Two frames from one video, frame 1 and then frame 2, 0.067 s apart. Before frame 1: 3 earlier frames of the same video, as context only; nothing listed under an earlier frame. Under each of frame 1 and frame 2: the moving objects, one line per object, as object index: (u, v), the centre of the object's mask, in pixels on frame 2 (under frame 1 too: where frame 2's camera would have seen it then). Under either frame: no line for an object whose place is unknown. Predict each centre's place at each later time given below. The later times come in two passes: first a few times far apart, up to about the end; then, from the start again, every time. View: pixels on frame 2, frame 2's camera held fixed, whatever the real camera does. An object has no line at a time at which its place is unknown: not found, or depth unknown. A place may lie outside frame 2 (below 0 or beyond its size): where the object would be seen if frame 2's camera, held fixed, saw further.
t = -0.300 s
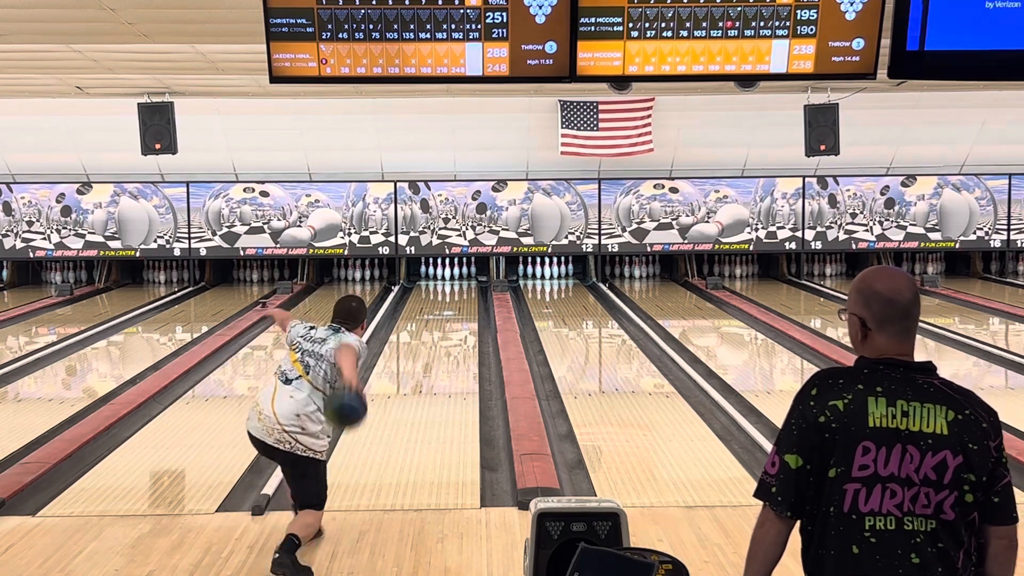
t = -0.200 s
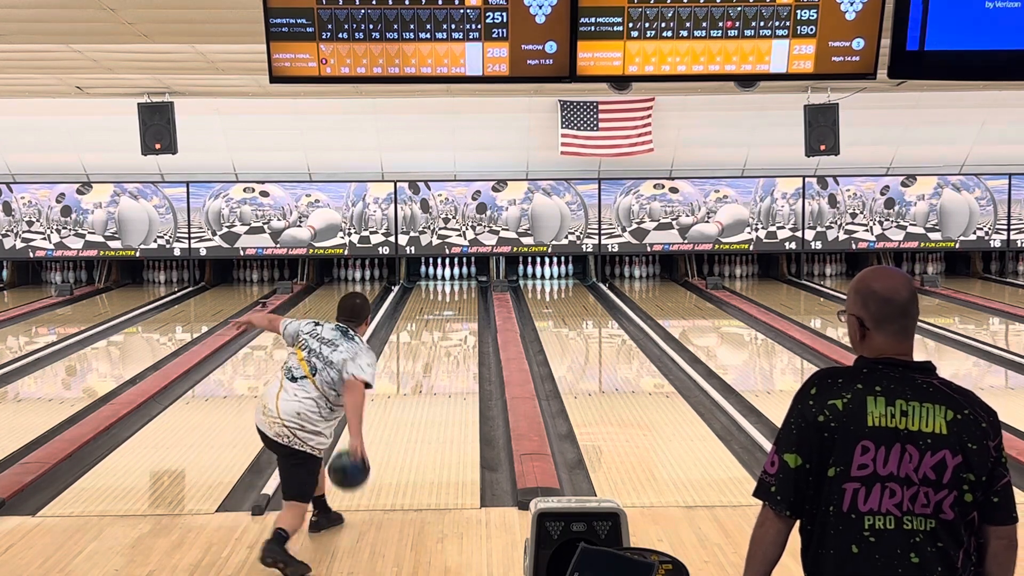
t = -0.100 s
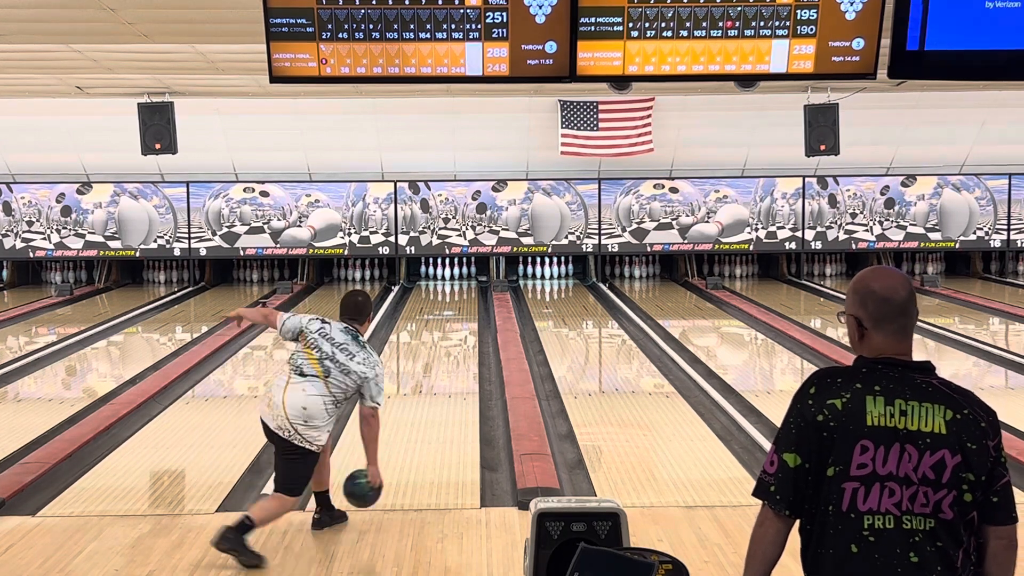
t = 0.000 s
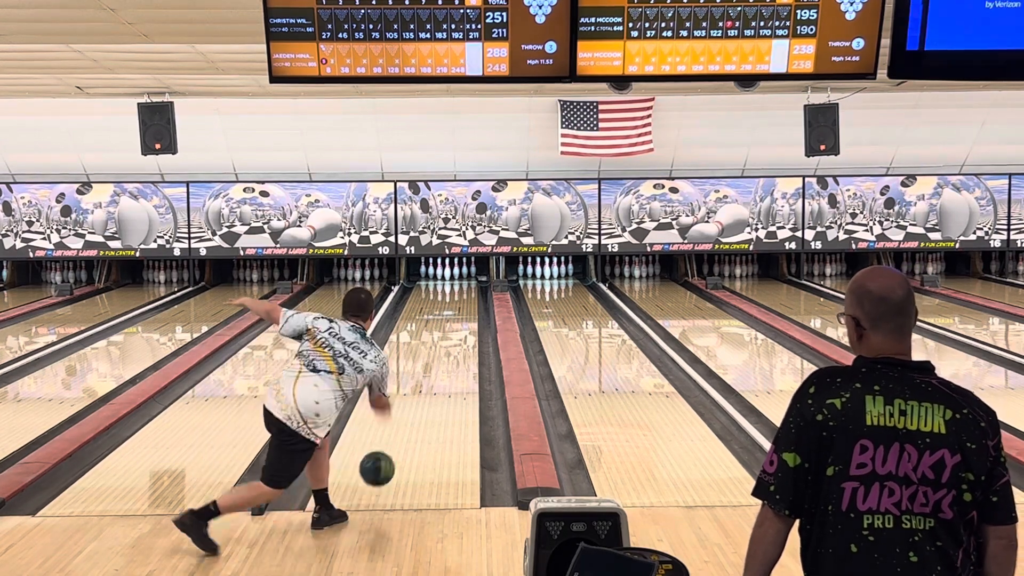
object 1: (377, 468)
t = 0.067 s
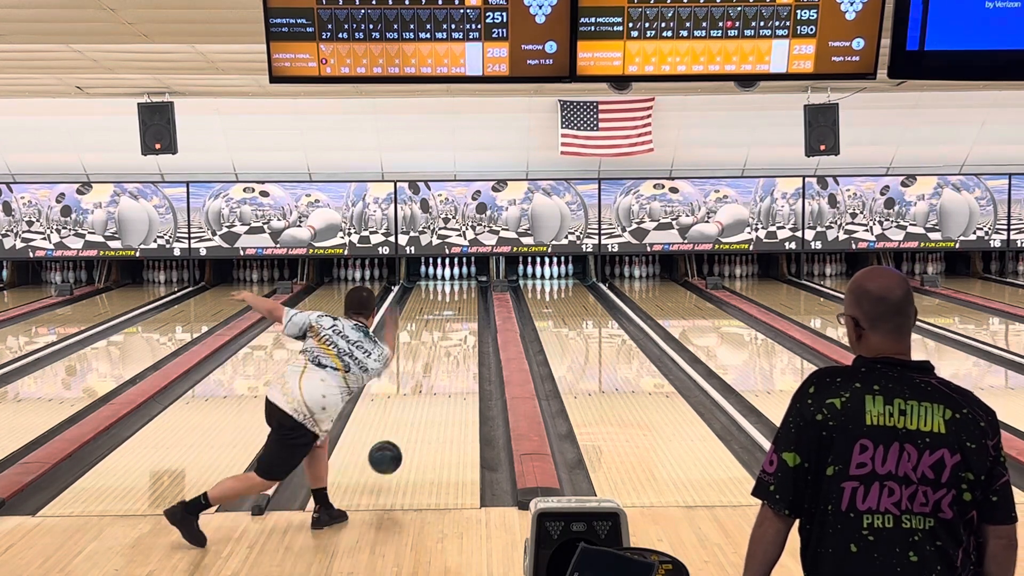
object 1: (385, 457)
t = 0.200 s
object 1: (399, 446)
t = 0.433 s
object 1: (418, 408)
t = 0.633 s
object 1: (430, 384)
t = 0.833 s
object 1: (440, 364)
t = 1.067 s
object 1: (449, 344)
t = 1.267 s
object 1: (454, 331)
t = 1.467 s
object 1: (459, 319)
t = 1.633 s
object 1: (462, 310)
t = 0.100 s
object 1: (389, 455)
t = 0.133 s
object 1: (393, 454)
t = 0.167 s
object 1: (396, 453)
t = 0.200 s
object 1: (399, 446)
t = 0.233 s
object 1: (402, 440)
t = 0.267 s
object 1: (405, 435)
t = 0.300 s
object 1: (408, 429)
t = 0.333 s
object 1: (411, 423)
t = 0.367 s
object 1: (413, 418)
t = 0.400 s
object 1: (416, 413)
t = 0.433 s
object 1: (418, 408)
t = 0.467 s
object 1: (421, 404)
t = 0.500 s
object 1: (423, 400)
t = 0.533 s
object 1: (428, 395)
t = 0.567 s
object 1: (427, 391)
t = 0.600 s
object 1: (429, 387)
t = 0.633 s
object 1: (430, 384)
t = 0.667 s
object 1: (432, 380)
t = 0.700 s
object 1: (434, 377)
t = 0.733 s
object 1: (436, 373)
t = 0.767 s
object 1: (437, 370)
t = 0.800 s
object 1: (439, 367)
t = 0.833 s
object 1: (440, 364)
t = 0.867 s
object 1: (442, 360)
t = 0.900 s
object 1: (443, 358)
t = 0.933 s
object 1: (444, 355)
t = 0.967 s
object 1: (445, 352)
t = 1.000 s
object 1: (447, 350)
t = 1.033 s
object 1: (448, 347)
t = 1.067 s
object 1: (449, 344)
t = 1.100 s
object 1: (450, 342)
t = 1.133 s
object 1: (451, 340)
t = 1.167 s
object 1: (452, 337)
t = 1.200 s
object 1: (453, 335)
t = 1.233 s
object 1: (453, 333)
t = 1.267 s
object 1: (454, 331)
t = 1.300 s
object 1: (455, 329)
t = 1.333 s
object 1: (456, 327)
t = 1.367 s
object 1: (457, 325)
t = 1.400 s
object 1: (457, 323)
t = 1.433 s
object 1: (458, 321)
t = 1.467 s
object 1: (459, 319)
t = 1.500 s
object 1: (459, 318)
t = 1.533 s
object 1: (460, 315)
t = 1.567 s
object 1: (461, 314)
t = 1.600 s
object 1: (462, 312)
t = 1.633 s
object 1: (462, 310)
